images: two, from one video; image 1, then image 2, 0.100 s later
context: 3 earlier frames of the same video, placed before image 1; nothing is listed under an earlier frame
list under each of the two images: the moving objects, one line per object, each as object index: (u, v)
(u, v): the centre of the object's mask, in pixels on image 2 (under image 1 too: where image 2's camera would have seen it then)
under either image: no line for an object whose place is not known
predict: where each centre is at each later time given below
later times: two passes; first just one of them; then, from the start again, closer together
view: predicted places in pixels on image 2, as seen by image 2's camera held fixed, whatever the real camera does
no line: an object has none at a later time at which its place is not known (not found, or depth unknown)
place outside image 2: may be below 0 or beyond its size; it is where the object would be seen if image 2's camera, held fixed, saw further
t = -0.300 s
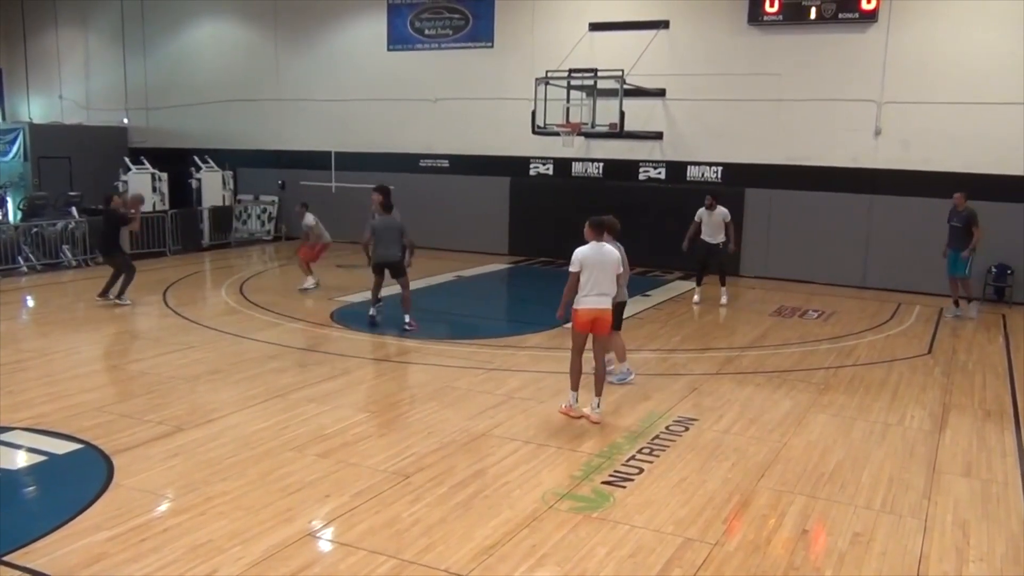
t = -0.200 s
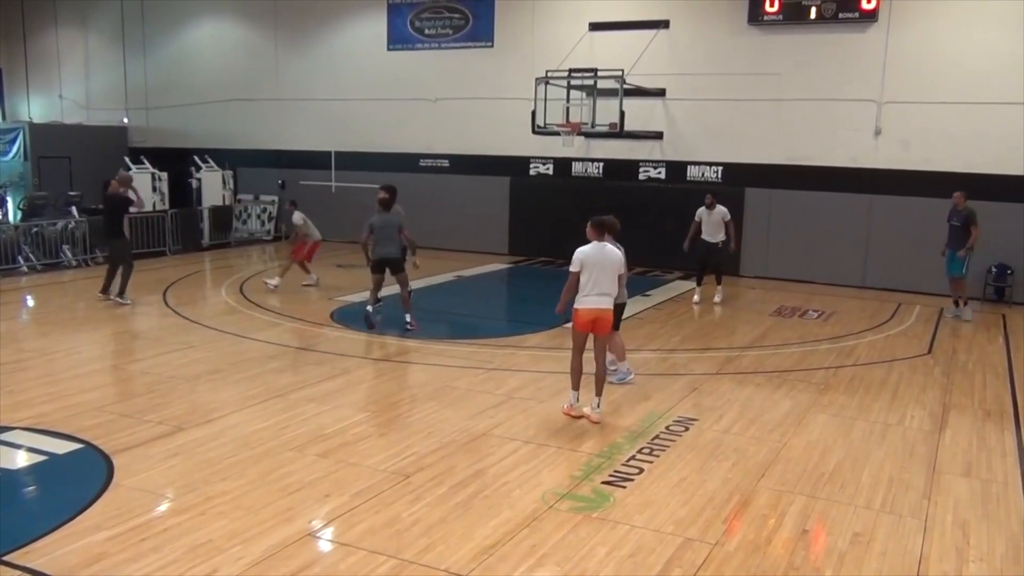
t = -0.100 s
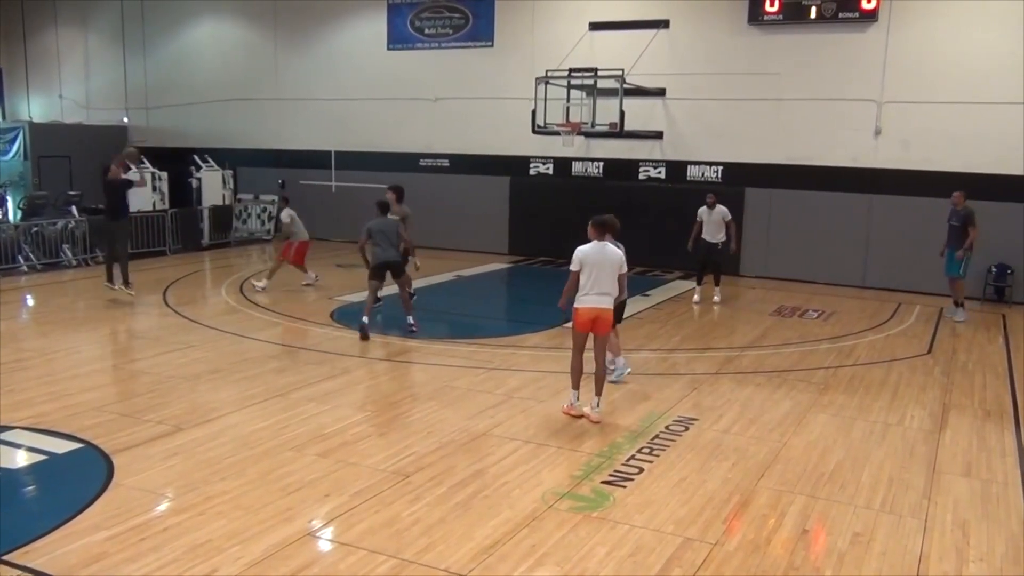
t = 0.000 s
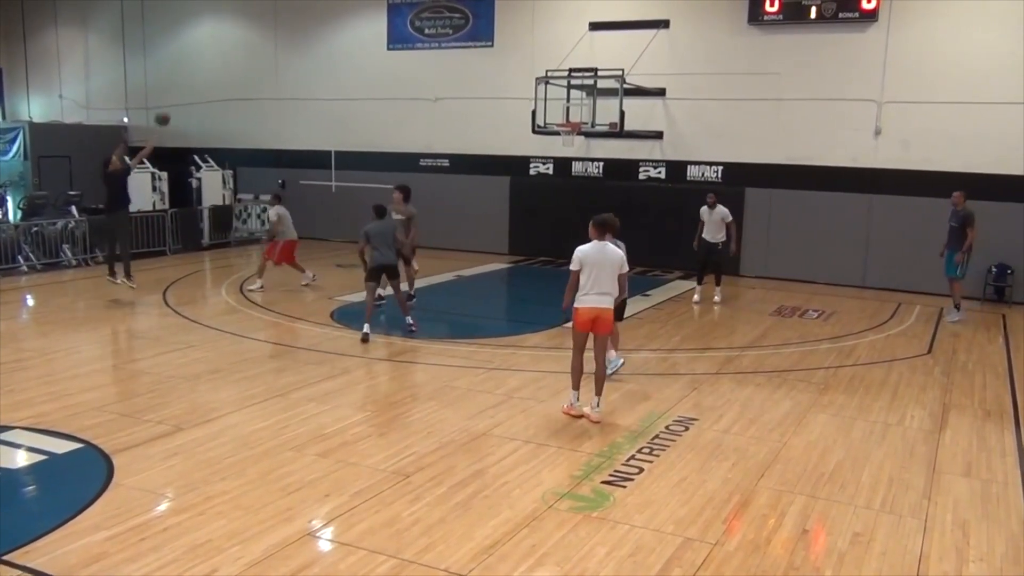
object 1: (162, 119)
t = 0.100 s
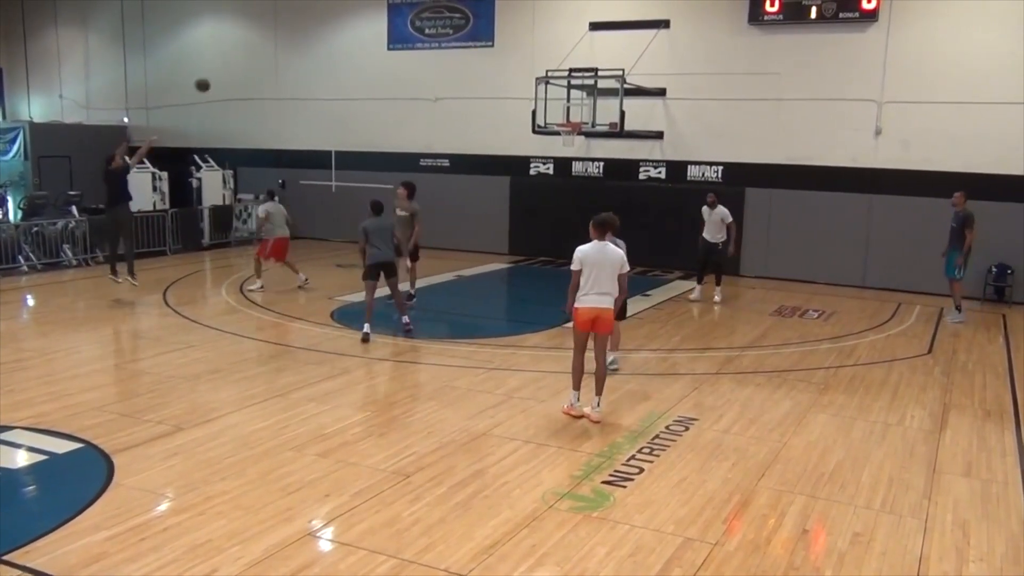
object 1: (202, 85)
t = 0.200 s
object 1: (242, 58)
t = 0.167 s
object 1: (229, 66)
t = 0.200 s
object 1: (242, 58)
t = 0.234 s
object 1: (255, 50)
